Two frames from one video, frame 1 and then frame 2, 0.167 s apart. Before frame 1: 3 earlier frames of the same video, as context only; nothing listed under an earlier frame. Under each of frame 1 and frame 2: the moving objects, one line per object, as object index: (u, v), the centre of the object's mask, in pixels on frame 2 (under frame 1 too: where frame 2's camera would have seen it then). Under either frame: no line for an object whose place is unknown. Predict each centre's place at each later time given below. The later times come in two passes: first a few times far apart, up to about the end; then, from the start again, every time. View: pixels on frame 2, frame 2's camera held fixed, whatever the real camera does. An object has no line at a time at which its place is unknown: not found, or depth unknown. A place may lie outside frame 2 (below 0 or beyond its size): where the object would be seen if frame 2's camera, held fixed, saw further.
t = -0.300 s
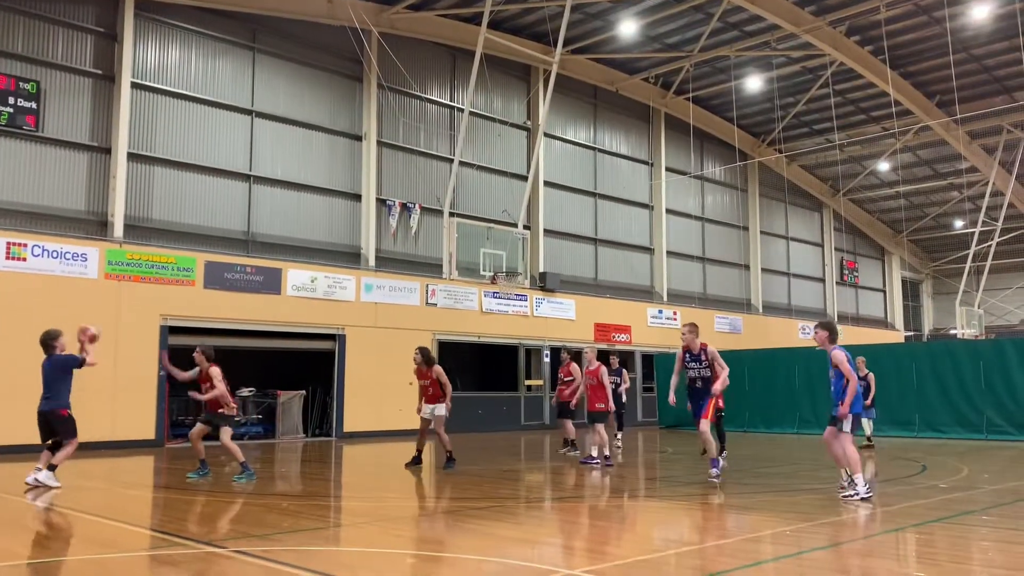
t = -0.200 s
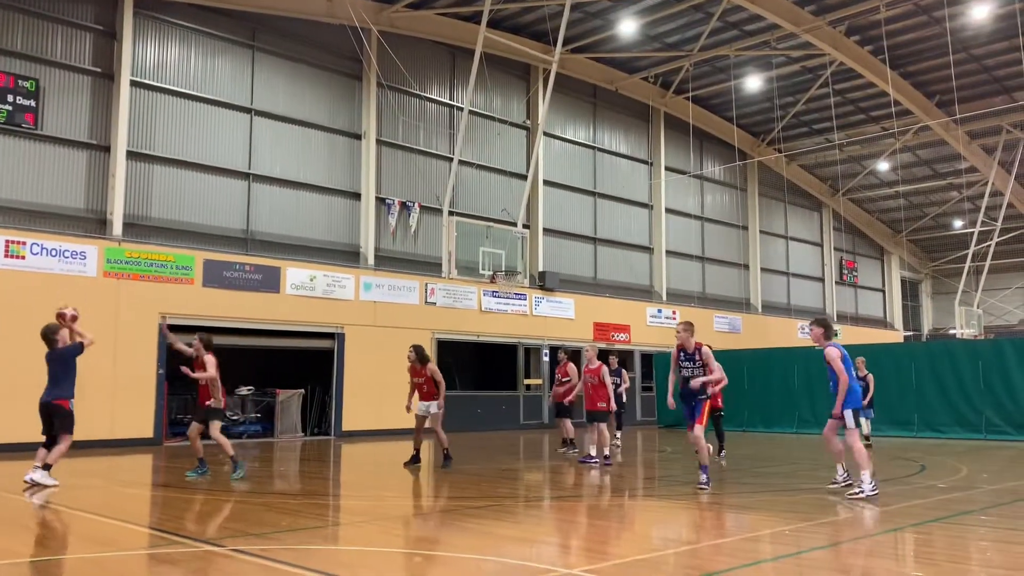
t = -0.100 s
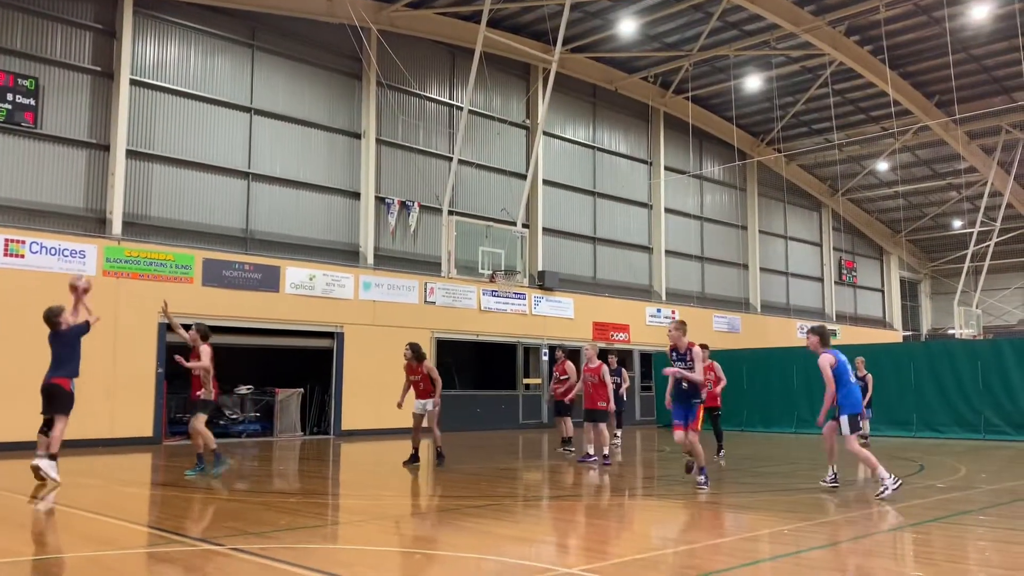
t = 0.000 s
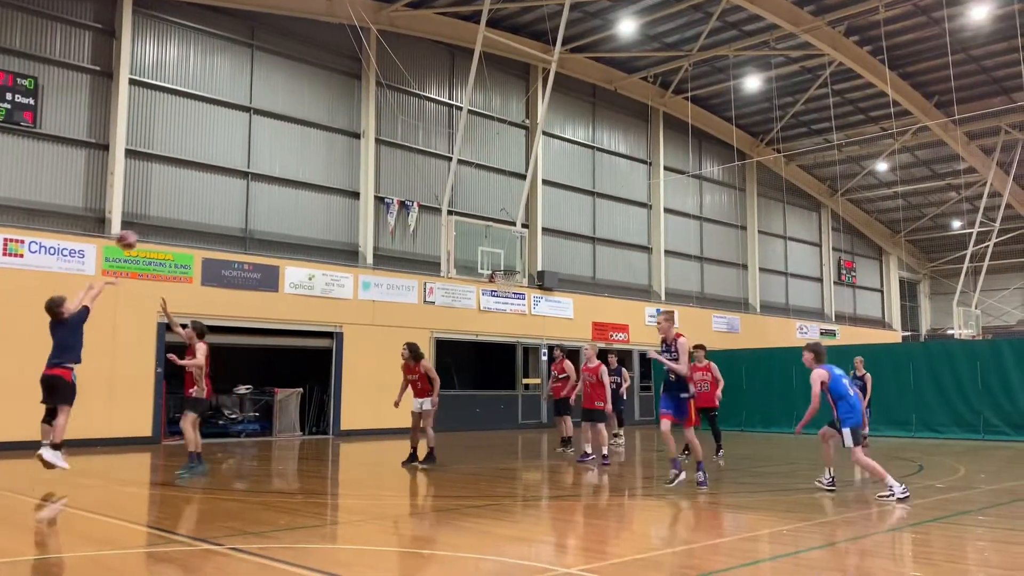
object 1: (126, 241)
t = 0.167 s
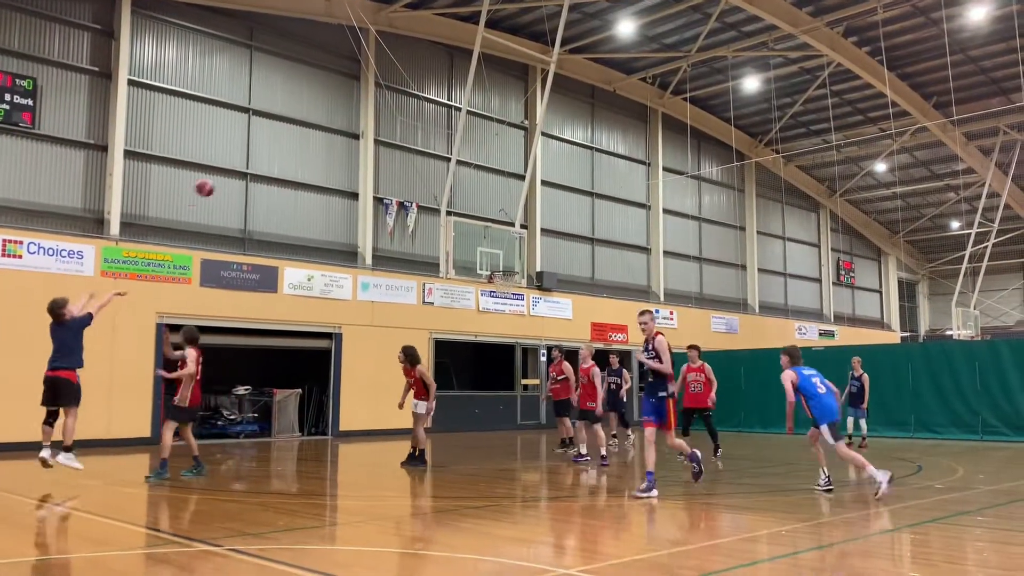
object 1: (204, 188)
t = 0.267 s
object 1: (248, 169)
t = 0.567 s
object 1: (352, 158)
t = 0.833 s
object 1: (428, 193)
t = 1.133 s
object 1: (499, 268)
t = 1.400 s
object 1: (562, 269)
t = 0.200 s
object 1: (220, 180)
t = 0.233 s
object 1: (232, 174)
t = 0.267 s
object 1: (248, 169)
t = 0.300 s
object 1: (260, 164)
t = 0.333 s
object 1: (272, 161)
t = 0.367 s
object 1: (284, 158)
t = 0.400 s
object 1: (296, 156)
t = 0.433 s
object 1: (308, 155)
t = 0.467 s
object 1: (319, 154)
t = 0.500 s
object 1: (331, 155)
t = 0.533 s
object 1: (342, 156)
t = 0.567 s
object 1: (352, 158)
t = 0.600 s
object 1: (362, 160)
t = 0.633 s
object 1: (372, 163)
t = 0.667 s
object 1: (381, 167)
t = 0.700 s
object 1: (392, 172)
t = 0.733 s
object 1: (401, 175)
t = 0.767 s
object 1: (410, 181)
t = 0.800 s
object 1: (420, 188)
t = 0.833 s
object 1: (428, 193)
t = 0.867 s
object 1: (436, 200)
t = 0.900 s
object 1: (445, 208)
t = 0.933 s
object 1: (453, 215)
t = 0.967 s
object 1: (461, 223)
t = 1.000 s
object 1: (469, 233)
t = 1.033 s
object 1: (476, 242)
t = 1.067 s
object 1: (485, 251)
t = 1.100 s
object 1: (492, 261)
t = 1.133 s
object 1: (499, 268)
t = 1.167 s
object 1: (508, 267)
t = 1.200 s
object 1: (515, 267)
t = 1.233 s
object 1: (524, 265)
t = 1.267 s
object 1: (532, 265)
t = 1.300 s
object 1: (539, 265)
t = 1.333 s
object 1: (548, 266)
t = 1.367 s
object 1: (555, 267)
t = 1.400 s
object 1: (562, 269)
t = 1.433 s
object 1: (571, 271)
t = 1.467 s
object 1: (578, 274)
